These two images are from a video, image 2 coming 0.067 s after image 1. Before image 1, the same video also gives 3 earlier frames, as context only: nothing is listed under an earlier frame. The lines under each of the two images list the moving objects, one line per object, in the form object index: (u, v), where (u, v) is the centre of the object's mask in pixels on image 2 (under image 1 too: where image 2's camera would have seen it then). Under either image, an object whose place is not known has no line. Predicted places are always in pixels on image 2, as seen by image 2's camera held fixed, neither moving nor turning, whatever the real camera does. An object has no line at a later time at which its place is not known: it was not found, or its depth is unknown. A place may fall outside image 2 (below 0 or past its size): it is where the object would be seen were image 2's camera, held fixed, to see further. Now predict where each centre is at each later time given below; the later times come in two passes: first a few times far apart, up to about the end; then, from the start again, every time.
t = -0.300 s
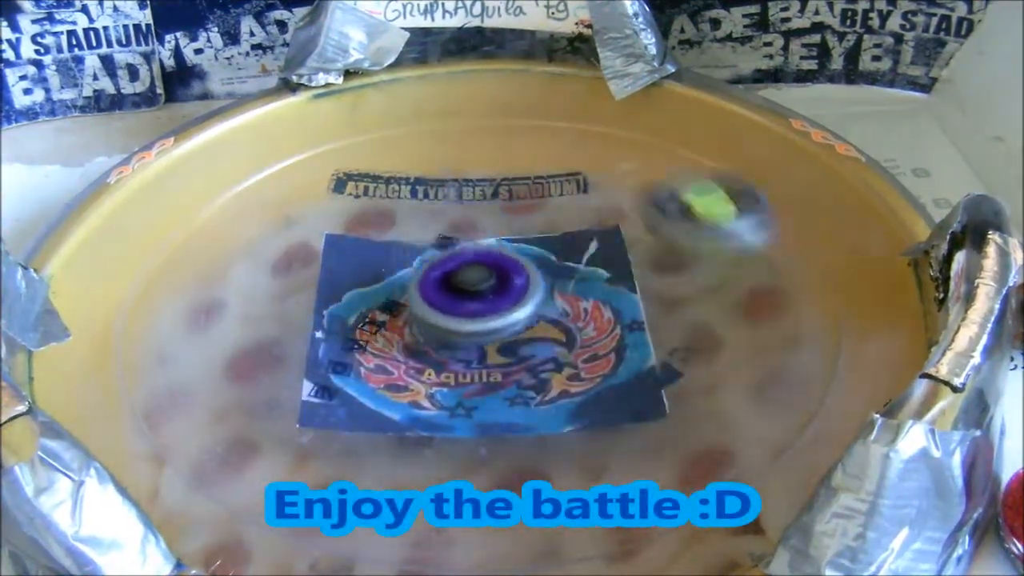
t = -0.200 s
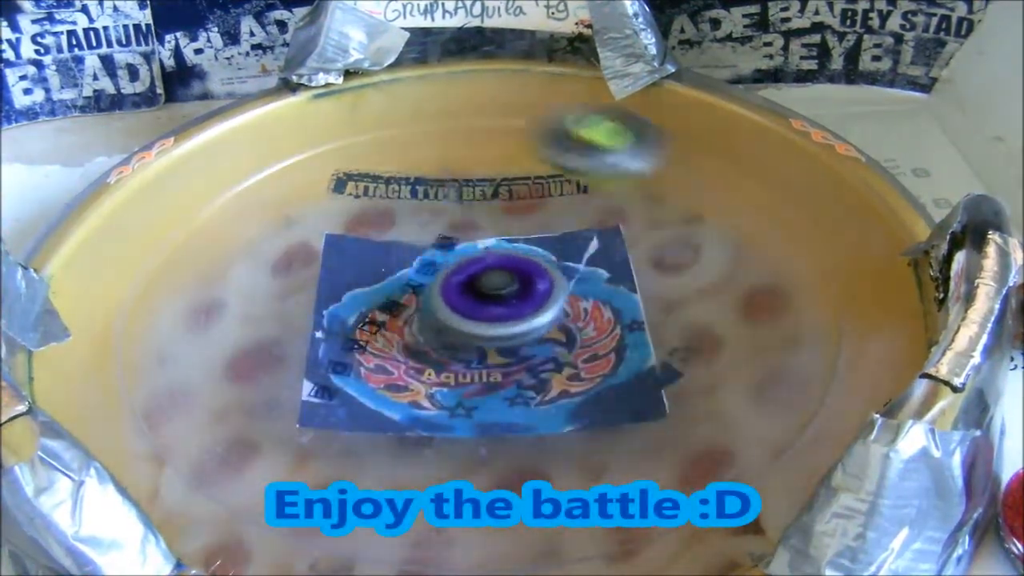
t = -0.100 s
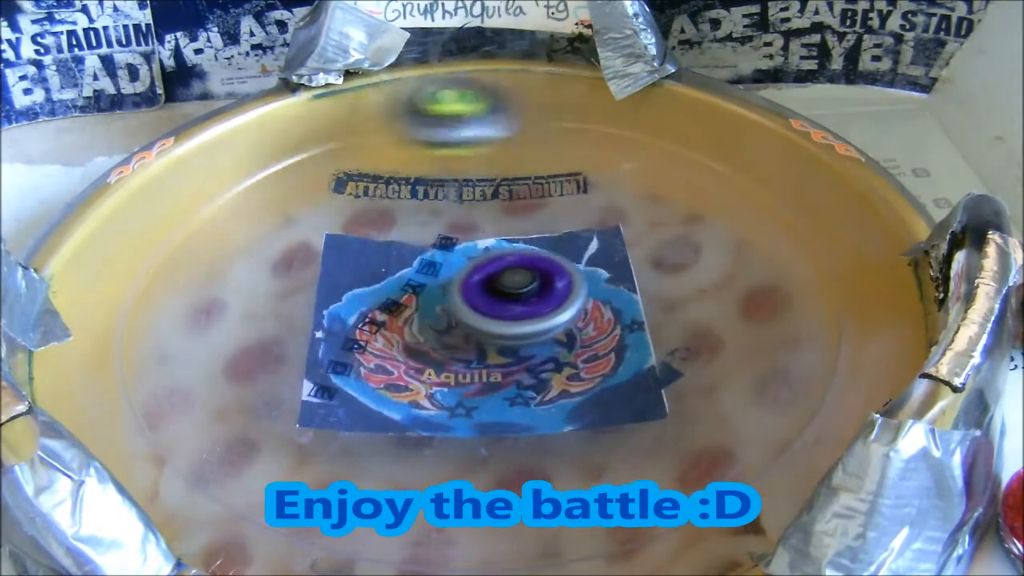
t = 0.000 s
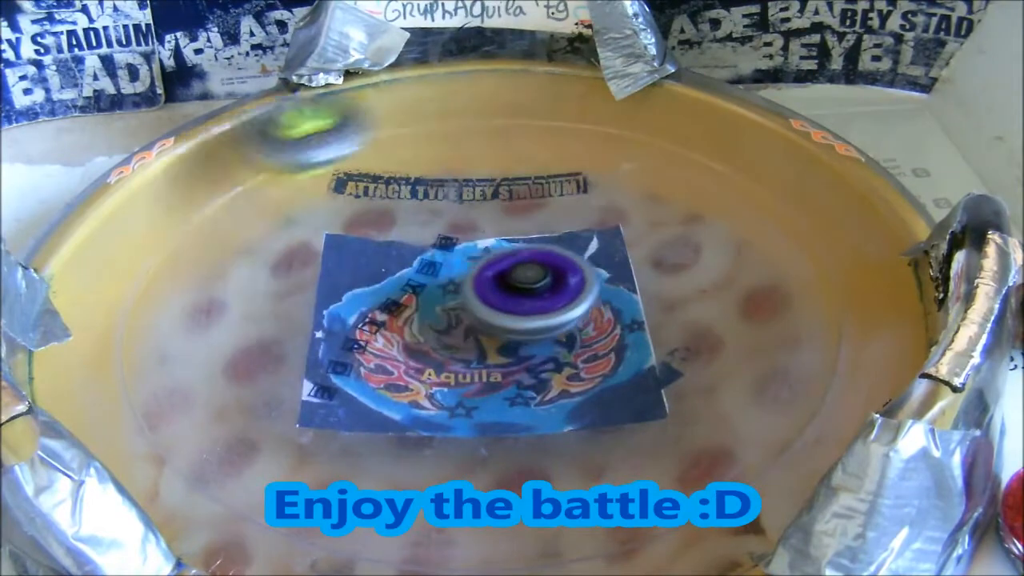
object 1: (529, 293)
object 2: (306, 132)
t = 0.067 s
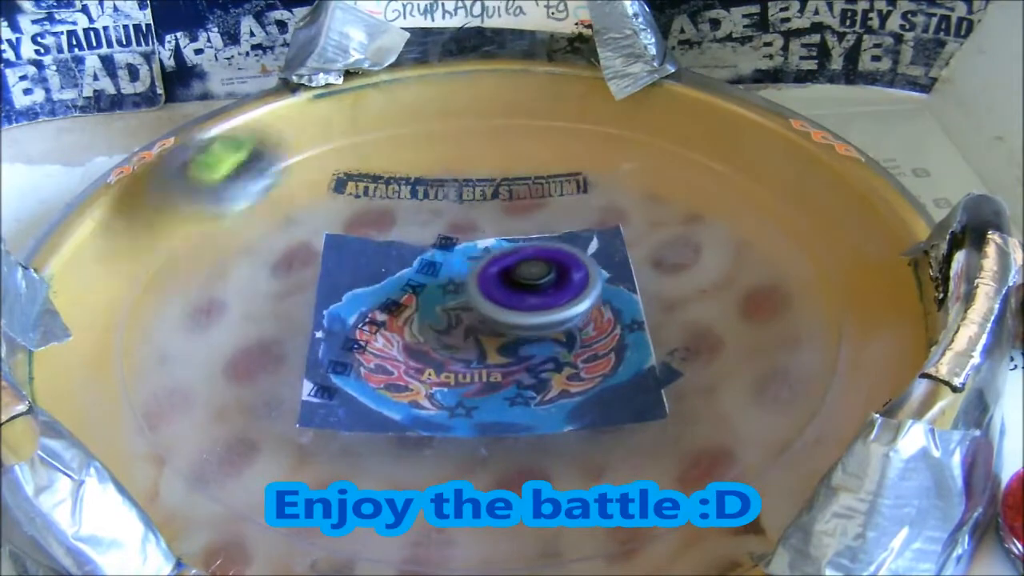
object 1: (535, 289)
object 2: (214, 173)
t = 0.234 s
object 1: (528, 282)
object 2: (187, 326)
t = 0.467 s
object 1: (496, 277)
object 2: (584, 419)
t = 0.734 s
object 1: (471, 293)
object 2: (716, 173)
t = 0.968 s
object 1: (476, 299)
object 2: (428, 98)
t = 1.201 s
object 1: (486, 282)
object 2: (222, 277)
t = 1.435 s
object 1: (475, 272)
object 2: (554, 438)
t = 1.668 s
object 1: (472, 273)
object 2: (801, 282)
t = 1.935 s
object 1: (491, 277)
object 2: (567, 127)
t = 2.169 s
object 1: (501, 274)
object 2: (254, 240)
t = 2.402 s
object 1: (497, 277)
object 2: (367, 449)
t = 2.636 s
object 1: (495, 287)
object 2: (734, 403)
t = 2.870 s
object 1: (497, 289)
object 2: (682, 194)
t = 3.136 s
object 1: (489, 287)
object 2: (311, 168)
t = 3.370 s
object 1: (480, 288)
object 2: (200, 343)
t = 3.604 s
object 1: (479, 286)
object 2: (539, 434)
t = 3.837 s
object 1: (478, 280)
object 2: (707, 241)
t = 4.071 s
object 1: (479, 277)
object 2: (477, 110)
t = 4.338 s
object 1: (490, 277)
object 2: (212, 253)
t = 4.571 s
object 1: (493, 276)
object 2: (499, 412)
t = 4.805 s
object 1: (491, 279)
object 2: (751, 257)
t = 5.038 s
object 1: (496, 287)
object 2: (571, 123)
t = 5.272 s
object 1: (493, 285)
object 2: (288, 227)
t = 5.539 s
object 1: (491, 288)
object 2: (487, 436)
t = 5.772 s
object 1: (486, 285)
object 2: (753, 327)
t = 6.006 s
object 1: (480, 285)
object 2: (609, 174)
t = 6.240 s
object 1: (484, 282)
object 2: (294, 217)
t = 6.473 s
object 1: (484, 281)
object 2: (304, 394)
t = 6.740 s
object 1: (490, 278)
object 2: (660, 369)
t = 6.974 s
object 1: (492, 277)
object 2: (614, 180)
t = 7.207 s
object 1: (491, 283)
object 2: (334, 156)
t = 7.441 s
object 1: (491, 284)
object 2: (267, 324)
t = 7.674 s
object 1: (491, 284)
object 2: (616, 367)
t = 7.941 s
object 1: (487, 286)
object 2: (648, 163)
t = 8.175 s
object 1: (488, 285)
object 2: (383, 160)
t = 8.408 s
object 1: (485, 284)
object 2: (351, 346)
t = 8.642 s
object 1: (483, 281)
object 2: (673, 376)
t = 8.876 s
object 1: (488, 282)
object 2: (693, 203)
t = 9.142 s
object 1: (491, 281)
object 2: (371, 204)
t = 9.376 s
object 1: (490, 283)
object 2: (330, 372)
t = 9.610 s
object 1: (488, 281)
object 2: (622, 394)
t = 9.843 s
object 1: (491, 285)
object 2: (645, 220)
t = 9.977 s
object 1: (494, 284)
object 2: (504, 168)
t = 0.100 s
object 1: (535, 287)
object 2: (184, 200)
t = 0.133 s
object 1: (535, 285)
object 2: (164, 230)
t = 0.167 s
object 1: (534, 283)
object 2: (156, 263)
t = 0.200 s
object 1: (531, 283)
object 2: (165, 296)
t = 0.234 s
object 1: (528, 282)
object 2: (187, 326)
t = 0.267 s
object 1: (526, 280)
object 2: (224, 355)
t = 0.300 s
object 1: (522, 278)
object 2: (273, 382)
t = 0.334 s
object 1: (518, 277)
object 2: (329, 409)
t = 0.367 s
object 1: (513, 276)
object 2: (391, 425)
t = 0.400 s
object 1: (507, 277)
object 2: (461, 432)
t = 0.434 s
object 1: (502, 277)
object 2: (525, 430)
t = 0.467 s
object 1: (496, 277)
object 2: (584, 419)
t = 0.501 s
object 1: (491, 278)
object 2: (641, 399)
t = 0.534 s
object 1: (486, 279)
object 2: (685, 371)
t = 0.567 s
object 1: (479, 282)
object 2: (721, 337)
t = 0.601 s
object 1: (475, 285)
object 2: (737, 298)
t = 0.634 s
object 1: (474, 287)
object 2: (749, 264)
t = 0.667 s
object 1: (473, 290)
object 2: (747, 232)
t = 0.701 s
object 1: (472, 291)
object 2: (737, 202)
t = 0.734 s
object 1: (471, 293)
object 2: (716, 173)
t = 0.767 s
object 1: (471, 294)
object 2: (685, 146)
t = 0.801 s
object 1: (471, 295)
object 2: (654, 128)
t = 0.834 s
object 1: (473, 296)
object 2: (611, 112)
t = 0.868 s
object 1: (473, 297)
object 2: (566, 101)
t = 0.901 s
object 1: (473, 299)
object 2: (524, 94)
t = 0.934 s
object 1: (475, 299)
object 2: (476, 93)
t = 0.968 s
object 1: (476, 299)
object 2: (428, 98)
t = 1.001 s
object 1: (480, 296)
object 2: (387, 107)
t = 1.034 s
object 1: (479, 298)
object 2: (345, 124)
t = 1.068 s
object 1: (482, 293)
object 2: (302, 150)
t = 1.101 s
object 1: (485, 290)
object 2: (265, 175)
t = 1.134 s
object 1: (486, 289)
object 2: (236, 207)
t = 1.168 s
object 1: (485, 289)
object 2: (221, 242)
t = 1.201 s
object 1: (486, 282)
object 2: (222, 277)
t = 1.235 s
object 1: (484, 281)
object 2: (238, 311)
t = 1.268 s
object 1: (482, 279)
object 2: (263, 339)
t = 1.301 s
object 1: (481, 277)
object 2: (307, 374)
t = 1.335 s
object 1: (480, 275)
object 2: (359, 401)
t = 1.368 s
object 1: (478, 274)
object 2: (419, 424)
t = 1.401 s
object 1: (476, 273)
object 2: (486, 436)
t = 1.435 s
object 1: (475, 272)
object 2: (554, 438)
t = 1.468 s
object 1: (473, 272)
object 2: (610, 434)
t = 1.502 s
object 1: (472, 272)
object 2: (660, 424)
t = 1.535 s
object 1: (471, 272)
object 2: (711, 402)
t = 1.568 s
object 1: (471, 272)
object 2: (747, 376)
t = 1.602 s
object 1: (471, 272)
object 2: (774, 346)
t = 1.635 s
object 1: (471, 272)
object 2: (794, 312)
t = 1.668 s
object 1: (472, 273)
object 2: (801, 282)
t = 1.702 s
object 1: (473, 274)
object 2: (802, 250)
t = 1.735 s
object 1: (475, 275)
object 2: (789, 223)
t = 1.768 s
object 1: (477, 276)
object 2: (771, 196)
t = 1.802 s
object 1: (479, 276)
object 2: (744, 174)
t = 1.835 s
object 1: (482, 277)
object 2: (706, 154)
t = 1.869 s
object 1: (484, 277)
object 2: (664, 139)
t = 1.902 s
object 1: (488, 277)
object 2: (619, 131)
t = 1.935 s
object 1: (491, 277)
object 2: (567, 127)
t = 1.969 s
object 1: (494, 277)
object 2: (519, 127)
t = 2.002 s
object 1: (496, 276)
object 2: (468, 133)
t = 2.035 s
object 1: (498, 276)
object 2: (417, 146)
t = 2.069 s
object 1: (499, 275)
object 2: (373, 161)
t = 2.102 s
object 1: (500, 275)
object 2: (324, 185)
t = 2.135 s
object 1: (500, 274)
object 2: (283, 213)
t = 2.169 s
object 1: (501, 274)
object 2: (254, 240)
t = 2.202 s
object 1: (501, 273)
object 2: (237, 268)
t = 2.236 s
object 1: (501, 273)
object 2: (231, 304)
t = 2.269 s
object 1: (500, 273)
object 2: (239, 334)
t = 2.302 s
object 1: (500, 274)
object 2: (259, 371)
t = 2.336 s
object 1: (499, 274)
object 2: (288, 405)
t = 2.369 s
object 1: (498, 276)
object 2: (323, 433)
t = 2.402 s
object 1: (497, 277)
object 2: (367, 449)
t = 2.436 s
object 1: (496, 279)
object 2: (409, 472)
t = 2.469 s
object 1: (495, 282)
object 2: (475, 489)
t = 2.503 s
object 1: (495, 282)
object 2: (524, 490)
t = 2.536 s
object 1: (494, 285)
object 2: (592, 460)
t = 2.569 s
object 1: (494, 285)
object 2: (663, 447)
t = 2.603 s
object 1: (494, 286)
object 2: (711, 426)
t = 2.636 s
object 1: (495, 287)
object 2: (734, 403)
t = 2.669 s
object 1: (496, 288)
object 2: (754, 371)
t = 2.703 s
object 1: (496, 288)
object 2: (758, 340)
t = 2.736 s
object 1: (497, 289)
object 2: (759, 303)
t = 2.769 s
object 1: (497, 289)
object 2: (749, 268)
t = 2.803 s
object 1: (497, 289)
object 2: (739, 243)
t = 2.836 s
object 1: (497, 289)
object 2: (715, 215)
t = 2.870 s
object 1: (497, 289)
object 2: (682, 194)
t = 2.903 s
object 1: (497, 289)
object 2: (644, 174)
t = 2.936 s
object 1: (497, 289)
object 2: (601, 160)
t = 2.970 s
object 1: (497, 288)
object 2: (554, 149)
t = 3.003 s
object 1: (496, 288)
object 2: (502, 143)
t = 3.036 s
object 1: (494, 287)
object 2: (454, 142)
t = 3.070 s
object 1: (492, 287)
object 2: (408, 144)
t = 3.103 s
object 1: (490, 287)
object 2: (360, 153)
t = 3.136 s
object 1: (489, 287)
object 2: (311, 168)
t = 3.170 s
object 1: (486, 287)
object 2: (267, 184)
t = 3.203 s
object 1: (483, 287)
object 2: (226, 206)
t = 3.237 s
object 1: (481, 288)
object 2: (196, 230)
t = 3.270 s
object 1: (481, 287)
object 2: (177, 257)
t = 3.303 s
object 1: (480, 288)
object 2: (171, 286)
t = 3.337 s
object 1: (480, 288)
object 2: (177, 314)
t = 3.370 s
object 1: (480, 288)
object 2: (200, 343)
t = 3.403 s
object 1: (480, 287)
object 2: (225, 369)
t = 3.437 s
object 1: (480, 287)
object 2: (266, 396)
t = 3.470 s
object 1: (480, 287)
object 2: (313, 423)
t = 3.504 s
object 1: (480, 286)
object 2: (369, 436)
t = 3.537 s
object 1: (480, 286)
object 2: (426, 442)
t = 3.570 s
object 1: (480, 286)
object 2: (487, 441)
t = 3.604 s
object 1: (479, 286)
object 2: (539, 434)
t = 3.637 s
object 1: (478, 287)
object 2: (589, 419)
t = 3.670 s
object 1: (478, 287)
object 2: (631, 397)
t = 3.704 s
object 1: (477, 283)
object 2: (668, 369)
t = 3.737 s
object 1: (478, 282)
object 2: (692, 338)
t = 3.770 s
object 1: (478, 282)
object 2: (709, 305)
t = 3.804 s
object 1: (478, 284)
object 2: (714, 268)
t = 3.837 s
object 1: (478, 280)
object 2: (707, 241)
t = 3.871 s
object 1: (477, 279)
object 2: (694, 211)
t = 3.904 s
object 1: (477, 279)
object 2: (671, 183)
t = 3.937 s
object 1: (477, 279)
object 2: (639, 158)
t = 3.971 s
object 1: (477, 278)
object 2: (607, 140)
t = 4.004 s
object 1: (478, 278)
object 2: (567, 126)
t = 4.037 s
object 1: (478, 278)
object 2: (525, 117)
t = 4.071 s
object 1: (479, 277)
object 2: (477, 110)
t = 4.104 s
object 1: (480, 278)
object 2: (435, 110)
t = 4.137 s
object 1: (480, 278)
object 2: (389, 117)
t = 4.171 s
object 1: (481, 278)
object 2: (351, 128)
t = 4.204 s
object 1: (483, 277)
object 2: (306, 147)
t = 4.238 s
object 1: (485, 277)
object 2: (270, 167)
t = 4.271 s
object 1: (486, 277)
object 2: (239, 193)
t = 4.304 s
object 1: (488, 277)
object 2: (219, 223)
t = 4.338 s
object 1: (490, 277)
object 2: (212, 253)
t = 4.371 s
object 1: (492, 277)
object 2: (222, 282)
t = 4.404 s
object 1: (492, 277)
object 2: (244, 313)
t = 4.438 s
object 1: (493, 276)
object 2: (280, 341)
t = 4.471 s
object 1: (493, 276)
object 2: (328, 367)
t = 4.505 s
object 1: (493, 276)
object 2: (378, 388)
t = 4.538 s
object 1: (493, 276)
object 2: (440, 403)
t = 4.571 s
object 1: (493, 276)
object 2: (499, 412)
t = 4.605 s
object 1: (493, 276)
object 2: (556, 407)
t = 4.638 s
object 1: (493, 276)
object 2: (609, 396)
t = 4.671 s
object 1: (492, 276)
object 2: (658, 376)
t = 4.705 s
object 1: (491, 277)
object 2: (699, 350)
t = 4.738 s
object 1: (491, 277)
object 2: (724, 321)
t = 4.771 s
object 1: (491, 278)
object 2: (747, 287)
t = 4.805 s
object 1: (491, 279)
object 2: (751, 257)
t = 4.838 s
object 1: (491, 281)
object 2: (750, 227)
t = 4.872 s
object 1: (491, 283)
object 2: (738, 201)
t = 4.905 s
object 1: (491, 284)
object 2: (717, 176)
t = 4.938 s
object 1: (493, 285)
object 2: (688, 155)
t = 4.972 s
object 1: (494, 286)
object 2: (653, 140)
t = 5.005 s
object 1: (495, 287)
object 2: (614, 129)
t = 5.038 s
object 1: (496, 287)
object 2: (571, 123)
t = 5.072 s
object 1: (496, 286)
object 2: (525, 122)
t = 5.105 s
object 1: (497, 286)
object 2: (479, 127)
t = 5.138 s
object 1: (497, 286)
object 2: (434, 137)
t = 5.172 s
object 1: (497, 286)
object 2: (393, 152)
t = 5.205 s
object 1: (496, 285)
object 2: (351, 174)
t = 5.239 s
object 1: (495, 285)
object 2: (317, 197)
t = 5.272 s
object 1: (493, 285)
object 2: (288, 227)
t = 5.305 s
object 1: (492, 286)
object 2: (275, 256)
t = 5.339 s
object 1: (491, 286)
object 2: (273, 286)
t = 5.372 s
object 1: (490, 287)
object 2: (285, 320)
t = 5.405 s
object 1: (489, 287)
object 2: (308, 348)
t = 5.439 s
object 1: (489, 288)
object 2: (344, 377)
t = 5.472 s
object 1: (490, 288)
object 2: (385, 400)
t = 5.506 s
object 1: (490, 288)
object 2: (437, 423)
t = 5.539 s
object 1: (491, 288)
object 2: (487, 436)
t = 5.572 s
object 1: (491, 288)
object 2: (540, 441)
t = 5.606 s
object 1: (491, 288)
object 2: (592, 440)
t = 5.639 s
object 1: (491, 287)
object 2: (646, 427)
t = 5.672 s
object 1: (490, 287)
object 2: (680, 410)
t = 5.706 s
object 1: (490, 287)
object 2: (715, 386)
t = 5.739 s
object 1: (488, 286)
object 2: (741, 355)
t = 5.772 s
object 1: (486, 285)
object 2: (753, 327)
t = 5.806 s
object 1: (485, 285)
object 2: (757, 295)
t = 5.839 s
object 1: (485, 285)
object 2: (753, 267)
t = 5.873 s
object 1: (484, 285)
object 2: (740, 243)
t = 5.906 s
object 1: (481, 284)
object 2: (719, 220)
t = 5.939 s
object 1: (480, 286)
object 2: (688, 201)
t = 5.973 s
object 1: (480, 285)
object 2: (652, 184)
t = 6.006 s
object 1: (480, 285)
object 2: (609, 174)
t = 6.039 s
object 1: (480, 285)
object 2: (566, 167)
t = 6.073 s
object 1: (481, 285)
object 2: (518, 165)
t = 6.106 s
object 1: (481, 285)
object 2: (472, 166)
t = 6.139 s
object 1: (482, 285)
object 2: (422, 171)
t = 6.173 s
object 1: (483, 283)
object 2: (379, 182)
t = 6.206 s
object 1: (484, 283)
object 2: (336, 196)
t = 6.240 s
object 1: (484, 282)
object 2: (294, 217)
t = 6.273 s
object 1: (484, 282)
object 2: (266, 236)
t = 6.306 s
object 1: (484, 282)
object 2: (245, 258)
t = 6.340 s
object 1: (484, 281)
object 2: (235, 288)
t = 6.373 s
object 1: (484, 281)
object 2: (238, 314)
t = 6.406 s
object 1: (484, 281)
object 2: (249, 340)
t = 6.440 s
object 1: (484, 281)
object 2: (274, 370)
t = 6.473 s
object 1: (484, 281)
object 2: (304, 394)
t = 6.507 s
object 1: (485, 280)
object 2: (349, 417)
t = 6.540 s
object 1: (485, 280)
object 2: (400, 433)
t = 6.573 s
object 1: (485, 281)
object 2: (448, 442)
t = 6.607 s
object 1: (485, 281)
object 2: (499, 441)
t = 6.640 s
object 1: (486, 280)
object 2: (549, 433)
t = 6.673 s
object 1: (488, 280)
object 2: (591, 416)
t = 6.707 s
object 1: (489, 279)
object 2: (633, 394)
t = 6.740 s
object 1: (490, 278)
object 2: (660, 369)
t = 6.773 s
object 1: (490, 278)
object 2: (683, 341)
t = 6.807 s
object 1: (491, 278)
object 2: (691, 308)
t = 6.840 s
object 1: (492, 279)
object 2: (693, 276)
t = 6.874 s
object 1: (492, 278)
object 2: (685, 248)
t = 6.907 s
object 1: (492, 277)
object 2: (670, 225)
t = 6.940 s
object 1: (492, 277)
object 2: (643, 201)
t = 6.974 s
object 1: (492, 277)
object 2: (614, 180)
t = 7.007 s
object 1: (492, 277)
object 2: (578, 163)
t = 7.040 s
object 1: (492, 278)
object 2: (539, 150)
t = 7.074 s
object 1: (492, 278)
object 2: (497, 143)
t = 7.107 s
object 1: (492, 279)
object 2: (457, 140)
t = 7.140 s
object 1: (492, 282)
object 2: (415, 141)
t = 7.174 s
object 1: (491, 282)
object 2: (375, 147)
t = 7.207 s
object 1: (491, 283)
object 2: (334, 156)
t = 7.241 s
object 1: (490, 283)
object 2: (294, 173)
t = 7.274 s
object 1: (490, 283)
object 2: (262, 194)
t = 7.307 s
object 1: (490, 283)
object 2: (236, 219)
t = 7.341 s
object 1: (490, 283)
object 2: (225, 245)
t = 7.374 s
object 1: (490, 283)
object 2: (227, 273)
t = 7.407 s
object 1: (490, 284)
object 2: (242, 299)
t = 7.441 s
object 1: (491, 284)
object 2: (267, 324)
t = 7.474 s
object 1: (491, 284)
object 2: (306, 347)
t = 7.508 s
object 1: (491, 284)
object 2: (358, 368)
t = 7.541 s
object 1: (491, 284)
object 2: (402, 380)
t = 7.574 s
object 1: (491, 284)
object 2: (458, 389)
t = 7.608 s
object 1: (494, 285)
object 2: (515, 390)
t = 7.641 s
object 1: (492, 285)
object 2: (566, 383)
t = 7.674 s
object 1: (491, 284)
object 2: (616, 367)
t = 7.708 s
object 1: (489, 284)
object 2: (651, 346)
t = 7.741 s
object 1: (489, 284)
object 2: (681, 319)
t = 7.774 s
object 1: (490, 285)
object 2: (698, 288)
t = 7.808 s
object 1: (490, 285)
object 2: (705, 260)
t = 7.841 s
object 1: (487, 285)
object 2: (705, 233)
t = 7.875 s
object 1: (489, 286)
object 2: (695, 206)
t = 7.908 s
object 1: (488, 286)
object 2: (676, 183)
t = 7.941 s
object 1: (487, 286)
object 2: (648, 163)
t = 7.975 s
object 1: (488, 286)
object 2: (618, 146)
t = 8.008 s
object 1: (489, 286)
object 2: (583, 135)
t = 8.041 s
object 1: (489, 286)
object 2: (543, 129)
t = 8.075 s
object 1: (489, 286)
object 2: (501, 128)
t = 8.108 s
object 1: (489, 285)
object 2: (461, 133)
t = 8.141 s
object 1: (489, 285)
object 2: (420, 144)
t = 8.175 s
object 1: (488, 285)
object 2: (383, 160)
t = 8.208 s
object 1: (489, 284)
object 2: (347, 184)
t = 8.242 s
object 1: (488, 284)
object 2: (322, 205)
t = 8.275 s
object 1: (488, 284)
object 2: (299, 235)
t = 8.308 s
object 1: (487, 283)
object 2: (295, 262)
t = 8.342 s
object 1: (487, 283)
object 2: (301, 292)
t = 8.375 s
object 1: (487, 283)
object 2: (321, 320)
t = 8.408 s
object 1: (485, 284)
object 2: (351, 346)
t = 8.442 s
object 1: (486, 284)
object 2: (389, 368)
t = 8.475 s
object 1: (485, 284)
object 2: (430, 387)
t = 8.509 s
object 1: (485, 281)
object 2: (481, 400)
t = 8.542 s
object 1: (484, 281)
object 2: (534, 408)
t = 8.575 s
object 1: (484, 281)
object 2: (587, 405)
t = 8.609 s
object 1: (483, 281)
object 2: (629, 394)
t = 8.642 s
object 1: (483, 281)
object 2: (673, 376)
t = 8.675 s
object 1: (483, 282)
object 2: (704, 351)
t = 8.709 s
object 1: (484, 282)
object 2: (724, 325)
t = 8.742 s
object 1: (484, 283)
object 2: (738, 296)
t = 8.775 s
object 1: (486, 283)
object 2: (740, 269)
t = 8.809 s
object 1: (487, 283)
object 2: (734, 248)
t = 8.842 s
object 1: (488, 282)
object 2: (717, 223)
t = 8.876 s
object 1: (488, 282)
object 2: (693, 203)
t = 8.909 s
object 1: (489, 282)
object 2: (661, 186)
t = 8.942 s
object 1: (490, 282)
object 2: (626, 175)
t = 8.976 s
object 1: (490, 282)
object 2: (585, 169)
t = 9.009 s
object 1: (490, 282)
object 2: (540, 167)
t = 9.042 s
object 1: (491, 281)
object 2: (495, 169)
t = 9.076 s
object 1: (491, 281)
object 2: (450, 175)
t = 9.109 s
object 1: (491, 281)
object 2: (411, 185)
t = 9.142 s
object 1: (491, 281)
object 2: (371, 204)
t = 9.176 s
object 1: (490, 281)
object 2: (335, 223)
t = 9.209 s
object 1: (490, 282)
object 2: (305, 245)
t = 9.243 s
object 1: (490, 282)
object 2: (288, 269)
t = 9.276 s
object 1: (490, 283)
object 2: (280, 295)
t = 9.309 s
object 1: (490, 282)
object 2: (287, 320)
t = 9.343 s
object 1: (490, 283)
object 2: (300, 349)
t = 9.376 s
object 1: (490, 283)
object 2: (330, 372)
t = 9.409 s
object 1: (489, 281)
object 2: (362, 392)
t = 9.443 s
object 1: (489, 283)
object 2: (398, 408)
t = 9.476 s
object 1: (488, 281)
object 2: (448, 422)
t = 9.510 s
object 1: (488, 281)
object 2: (494, 426)
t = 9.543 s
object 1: (488, 281)
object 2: (541, 423)
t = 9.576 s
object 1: (488, 281)
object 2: (585, 412)
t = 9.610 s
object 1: (488, 281)
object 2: (622, 394)
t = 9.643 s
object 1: (488, 282)
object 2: (655, 370)
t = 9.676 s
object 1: (488, 283)
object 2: (674, 347)
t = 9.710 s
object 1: (488, 284)
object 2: (686, 315)
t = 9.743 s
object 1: (488, 284)
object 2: (685, 294)
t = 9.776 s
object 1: (488, 284)
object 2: (680, 262)
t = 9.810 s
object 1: (489, 285)
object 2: (666, 241)
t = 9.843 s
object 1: (491, 285)
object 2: (645, 220)
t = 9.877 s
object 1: (492, 285)
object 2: (615, 202)
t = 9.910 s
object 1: (492, 285)
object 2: (581, 187)
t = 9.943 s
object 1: (494, 285)
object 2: (545, 176)
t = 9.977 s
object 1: (494, 284)
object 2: (504, 168)
